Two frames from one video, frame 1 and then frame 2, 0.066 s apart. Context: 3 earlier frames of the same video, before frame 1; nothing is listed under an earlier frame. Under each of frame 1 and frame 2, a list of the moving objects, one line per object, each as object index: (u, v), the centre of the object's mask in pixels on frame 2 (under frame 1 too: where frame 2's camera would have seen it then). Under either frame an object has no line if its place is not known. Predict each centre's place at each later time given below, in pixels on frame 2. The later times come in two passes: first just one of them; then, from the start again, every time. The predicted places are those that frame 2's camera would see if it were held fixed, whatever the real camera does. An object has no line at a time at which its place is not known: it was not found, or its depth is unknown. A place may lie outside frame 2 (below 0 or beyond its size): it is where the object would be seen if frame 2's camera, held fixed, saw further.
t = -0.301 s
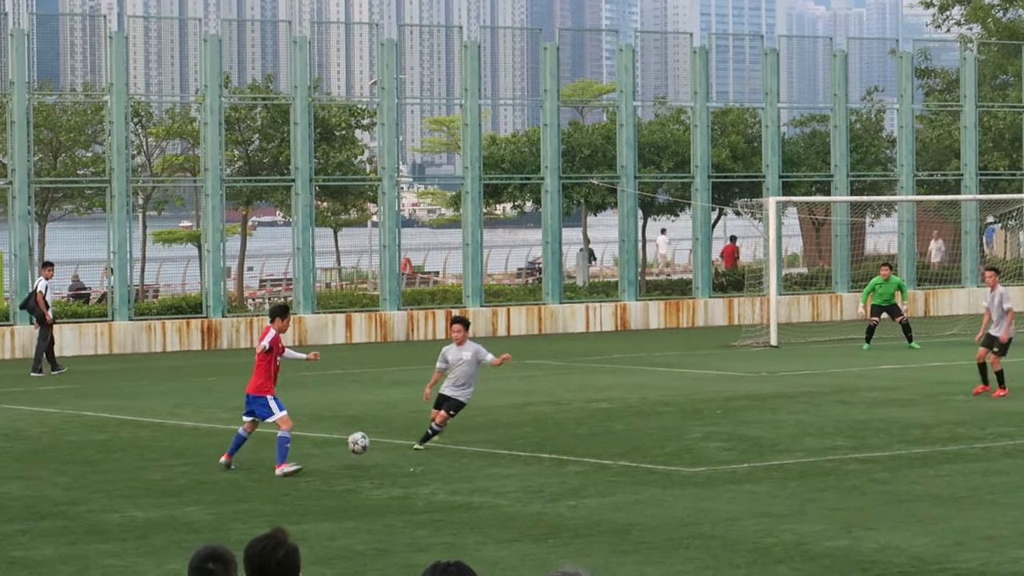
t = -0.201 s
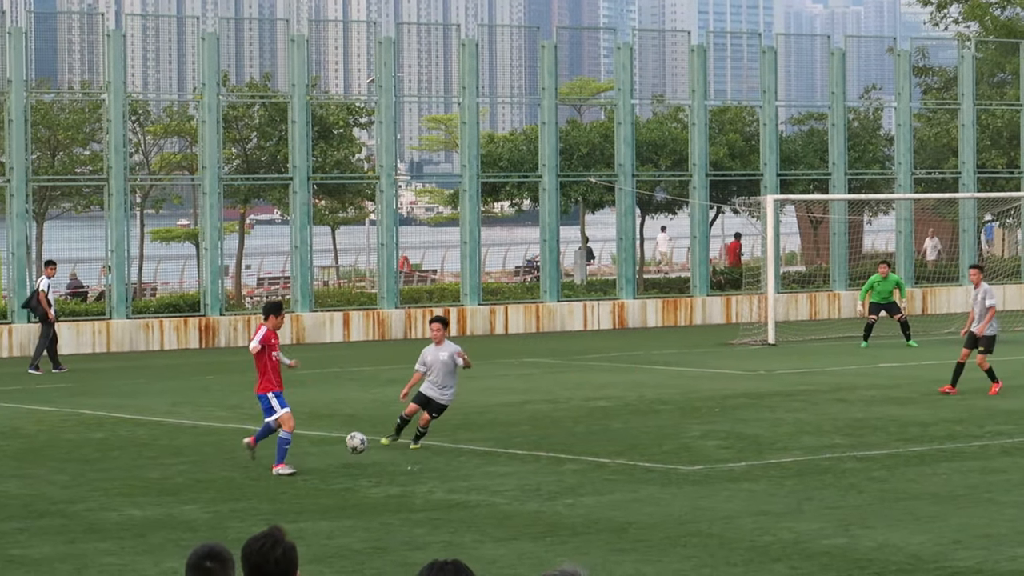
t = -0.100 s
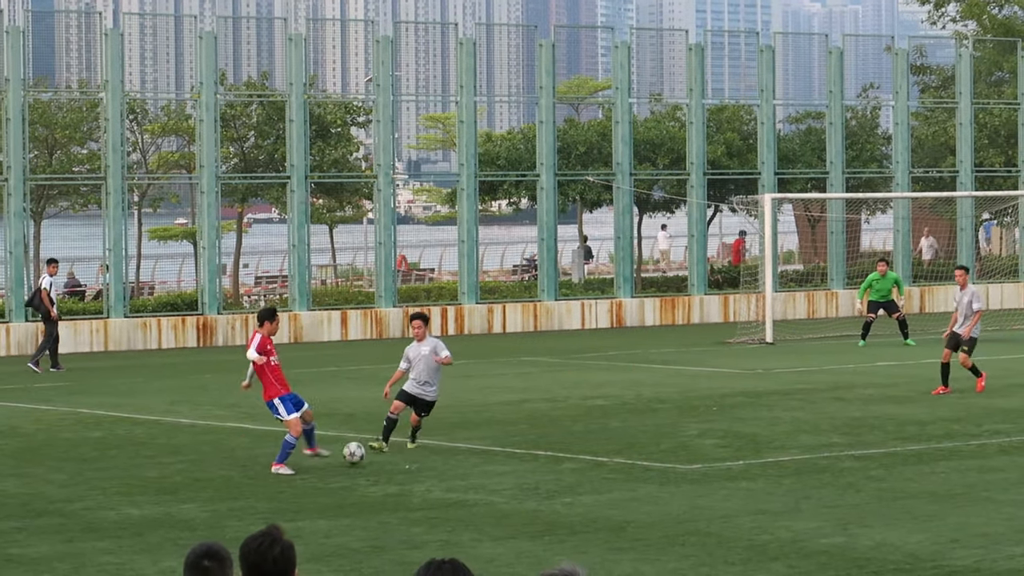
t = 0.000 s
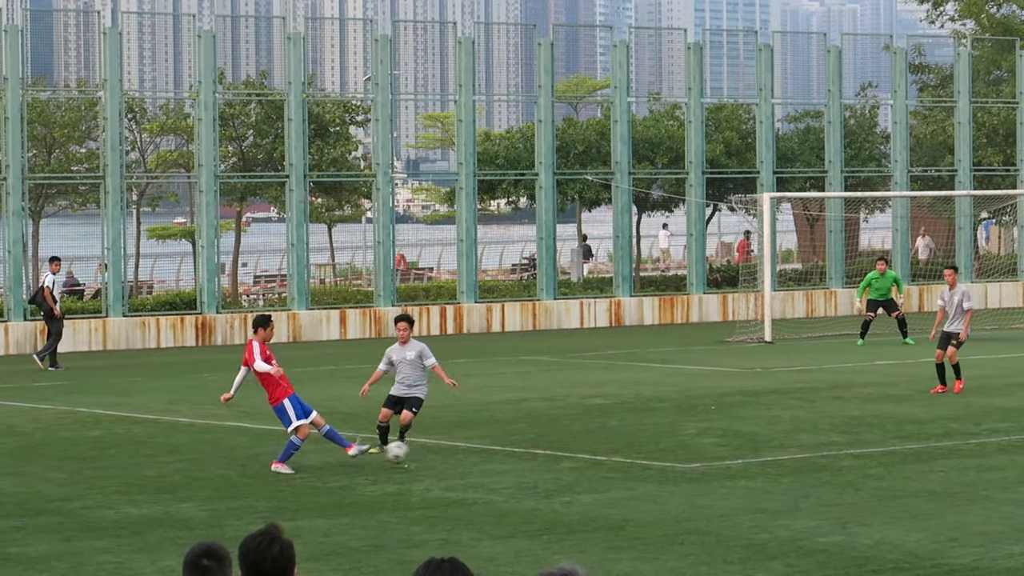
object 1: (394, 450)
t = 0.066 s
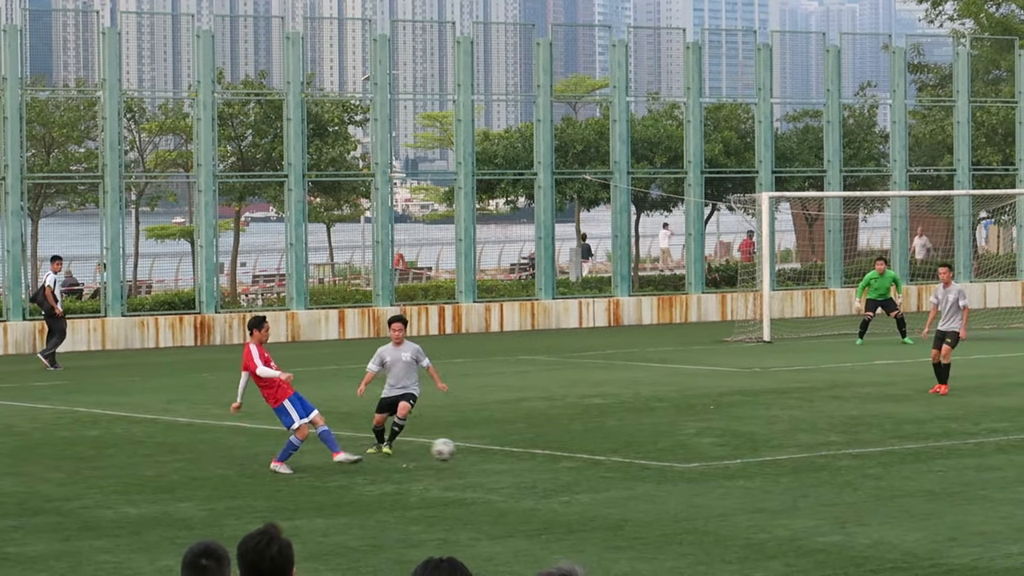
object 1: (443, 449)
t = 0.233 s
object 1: (566, 465)
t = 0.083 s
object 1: (455, 449)
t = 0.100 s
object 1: (466, 449)
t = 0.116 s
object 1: (479, 450)
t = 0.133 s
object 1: (491, 451)
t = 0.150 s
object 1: (503, 452)
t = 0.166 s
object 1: (516, 454)
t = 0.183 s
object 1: (528, 457)
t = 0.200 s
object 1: (541, 458)
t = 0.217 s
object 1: (553, 461)
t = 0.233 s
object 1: (566, 465)
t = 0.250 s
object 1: (578, 466)
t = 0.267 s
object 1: (589, 466)
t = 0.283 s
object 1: (599, 466)
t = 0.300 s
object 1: (610, 465)
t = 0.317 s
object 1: (620, 464)
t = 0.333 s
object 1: (631, 464)
